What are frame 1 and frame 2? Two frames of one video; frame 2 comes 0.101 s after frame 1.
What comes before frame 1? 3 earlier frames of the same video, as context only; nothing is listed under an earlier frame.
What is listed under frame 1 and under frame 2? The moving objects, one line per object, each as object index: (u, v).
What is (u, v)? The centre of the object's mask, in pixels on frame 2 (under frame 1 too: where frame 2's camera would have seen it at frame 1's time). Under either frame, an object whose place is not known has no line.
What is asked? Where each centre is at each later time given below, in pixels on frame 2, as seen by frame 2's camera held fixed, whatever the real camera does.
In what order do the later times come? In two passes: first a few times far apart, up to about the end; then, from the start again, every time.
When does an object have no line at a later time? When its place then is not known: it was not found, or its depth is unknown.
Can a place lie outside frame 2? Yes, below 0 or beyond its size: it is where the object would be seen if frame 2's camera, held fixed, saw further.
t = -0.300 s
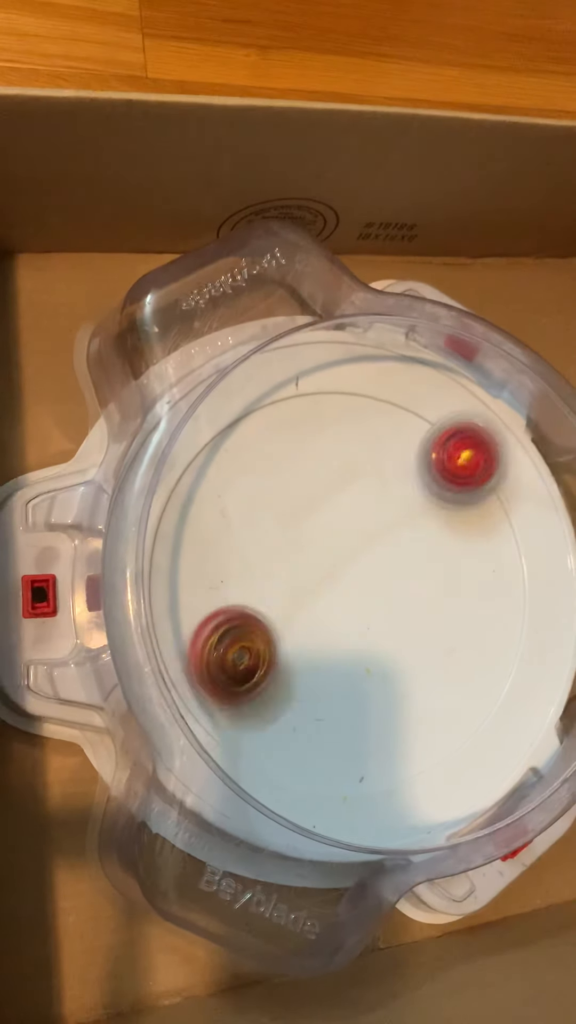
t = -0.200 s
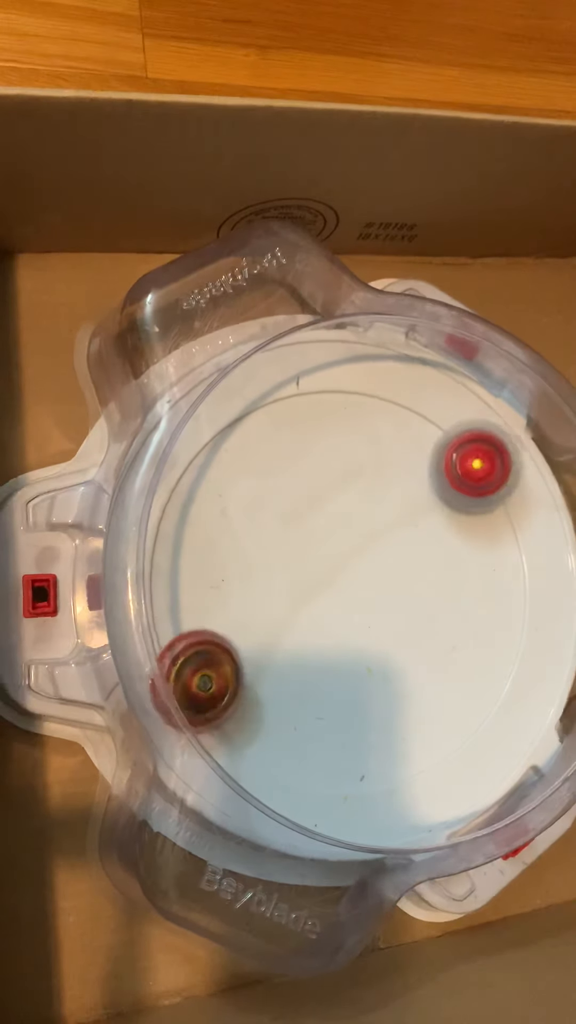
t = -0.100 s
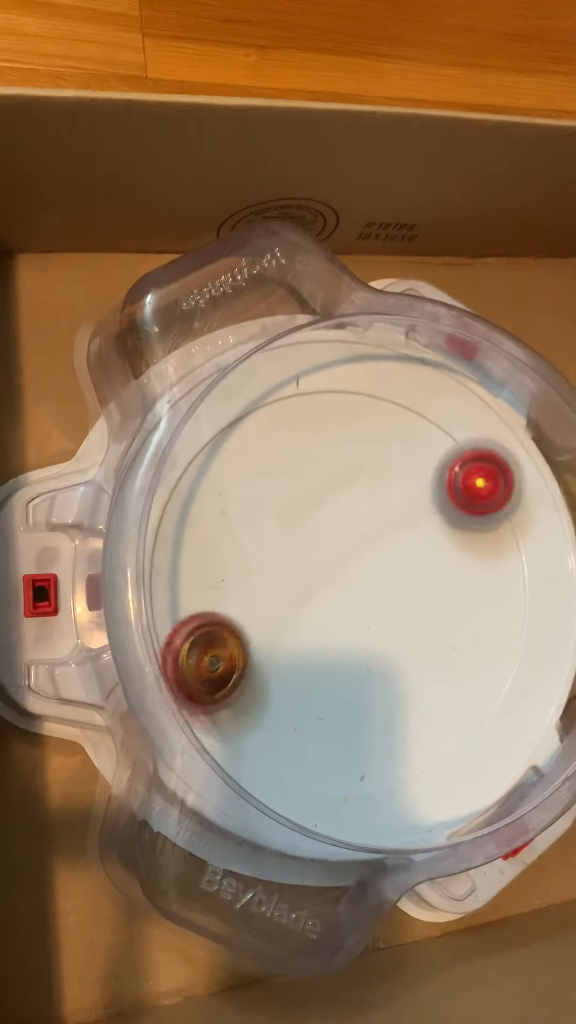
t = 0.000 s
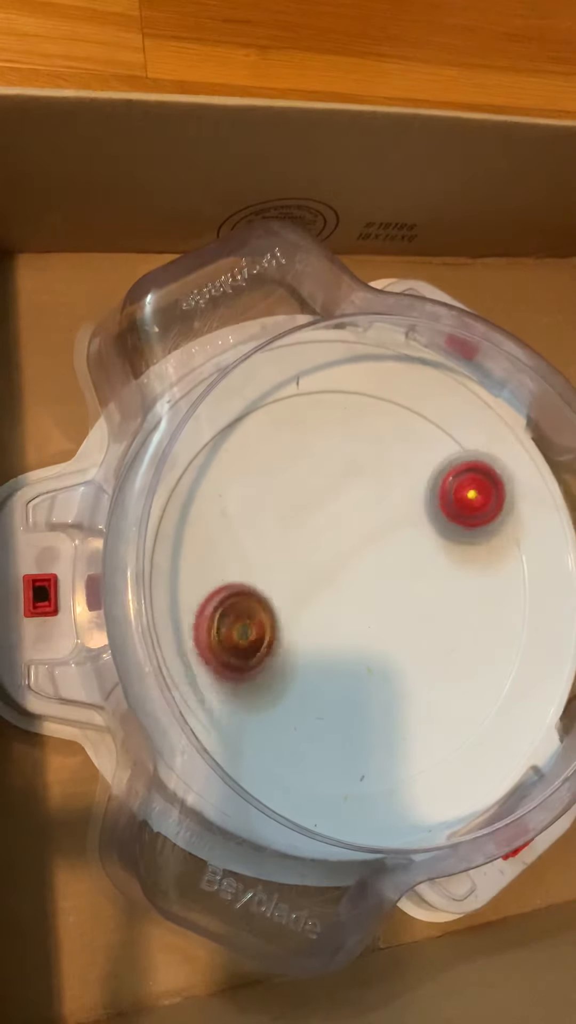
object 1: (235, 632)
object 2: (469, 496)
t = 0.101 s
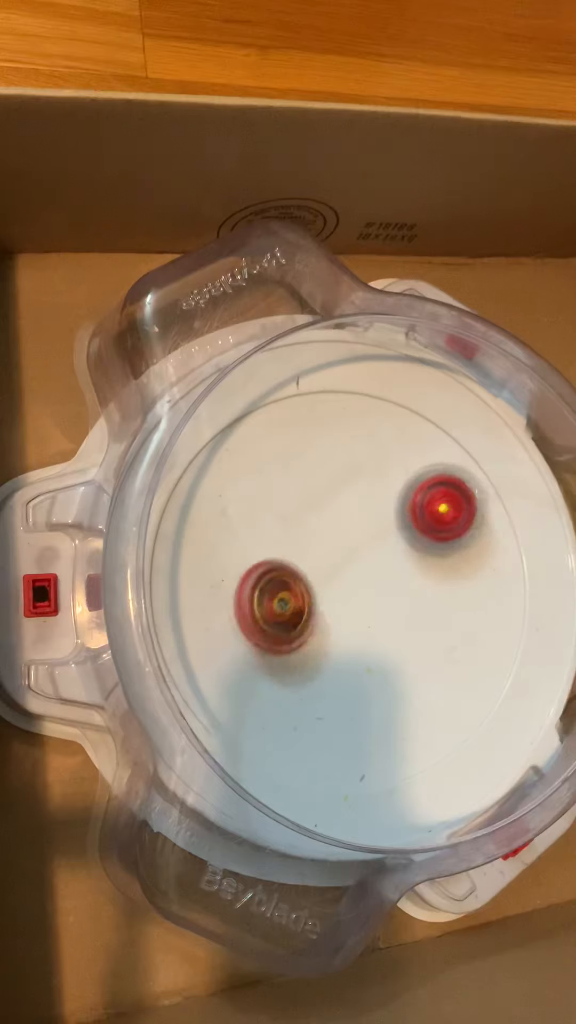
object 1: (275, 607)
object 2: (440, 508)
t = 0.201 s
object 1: (311, 593)
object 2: (390, 503)
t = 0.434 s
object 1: (370, 615)
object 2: (330, 438)
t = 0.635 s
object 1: (396, 656)
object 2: (381, 426)
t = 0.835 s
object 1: (396, 657)
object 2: (356, 567)
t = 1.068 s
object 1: (433, 673)
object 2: (186, 514)
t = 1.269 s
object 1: (419, 638)
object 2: (248, 454)
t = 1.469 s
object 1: (402, 597)
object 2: (308, 533)
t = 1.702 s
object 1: (388, 558)
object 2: (248, 675)
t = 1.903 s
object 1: (374, 534)
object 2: (206, 611)
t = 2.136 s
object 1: (370, 504)
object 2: (299, 596)
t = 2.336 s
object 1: (370, 507)
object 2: (301, 708)
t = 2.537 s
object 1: (345, 544)
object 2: (250, 700)
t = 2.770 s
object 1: (350, 533)
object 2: (314, 647)
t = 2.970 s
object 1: (354, 563)
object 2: (380, 700)
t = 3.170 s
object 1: (350, 618)
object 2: (361, 723)
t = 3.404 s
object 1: (344, 581)
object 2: (358, 694)
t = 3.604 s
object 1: (348, 509)
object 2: (375, 740)
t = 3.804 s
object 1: (368, 503)
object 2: (372, 665)
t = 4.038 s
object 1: (377, 508)
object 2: (442, 586)
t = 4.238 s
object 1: (374, 521)
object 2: (489, 598)
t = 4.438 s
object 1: (357, 541)
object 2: (426, 607)
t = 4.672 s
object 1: (286, 527)
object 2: (400, 555)
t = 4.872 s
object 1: (293, 545)
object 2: (415, 542)
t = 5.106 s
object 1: (275, 588)
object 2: (422, 548)
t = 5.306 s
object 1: (281, 611)
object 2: (426, 589)
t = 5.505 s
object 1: (291, 630)
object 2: (383, 568)
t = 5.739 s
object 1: (326, 626)
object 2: (420, 536)
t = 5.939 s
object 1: (346, 638)
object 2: (431, 527)
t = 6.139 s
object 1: (352, 626)
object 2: (450, 526)
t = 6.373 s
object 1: (262, 767)
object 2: (450, 425)
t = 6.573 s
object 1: (123, 892)
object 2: (438, 412)
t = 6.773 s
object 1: (88, 862)
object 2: (396, 438)
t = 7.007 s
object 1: (82, 832)
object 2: (321, 524)
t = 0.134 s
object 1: (287, 601)
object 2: (424, 509)
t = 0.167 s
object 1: (300, 597)
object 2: (407, 507)
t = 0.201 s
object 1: (311, 593)
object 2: (390, 503)
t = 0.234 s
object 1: (322, 591)
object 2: (374, 497)
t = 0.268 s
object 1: (331, 591)
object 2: (359, 491)
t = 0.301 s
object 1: (339, 592)
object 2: (348, 483)
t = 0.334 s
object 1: (348, 596)
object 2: (339, 471)
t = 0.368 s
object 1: (355, 601)
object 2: (333, 460)
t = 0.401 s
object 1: (363, 608)
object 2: (330, 451)
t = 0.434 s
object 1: (370, 615)
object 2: (330, 438)
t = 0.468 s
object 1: (376, 623)
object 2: (333, 427)
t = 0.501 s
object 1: (381, 630)
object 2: (342, 419)
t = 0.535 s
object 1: (386, 638)
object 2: (353, 414)
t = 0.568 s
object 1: (390, 645)
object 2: (364, 413)
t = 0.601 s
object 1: (394, 651)
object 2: (374, 416)
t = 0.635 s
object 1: (396, 656)
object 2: (381, 426)
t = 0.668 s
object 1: (397, 659)
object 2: (386, 443)
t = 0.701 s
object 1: (397, 662)
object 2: (391, 464)
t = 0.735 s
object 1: (396, 663)
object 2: (389, 491)
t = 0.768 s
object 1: (396, 662)
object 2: (384, 518)
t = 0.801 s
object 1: (396, 660)
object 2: (373, 544)
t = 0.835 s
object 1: (396, 657)
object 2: (356, 567)
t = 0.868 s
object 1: (404, 664)
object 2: (327, 580)
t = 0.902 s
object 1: (415, 674)
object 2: (291, 581)
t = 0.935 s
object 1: (425, 680)
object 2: (257, 576)
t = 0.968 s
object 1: (430, 681)
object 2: (226, 566)
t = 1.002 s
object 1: (432, 680)
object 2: (197, 548)
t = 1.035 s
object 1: (433, 676)
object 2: (181, 529)
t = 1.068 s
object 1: (433, 673)
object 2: (186, 514)
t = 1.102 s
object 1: (433, 669)
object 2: (196, 499)
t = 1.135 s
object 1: (431, 664)
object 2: (208, 487)
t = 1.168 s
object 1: (428, 659)
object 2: (219, 475)
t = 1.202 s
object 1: (425, 653)
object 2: (230, 465)
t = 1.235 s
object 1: (422, 646)
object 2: (239, 459)
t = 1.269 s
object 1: (419, 638)
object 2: (248, 454)
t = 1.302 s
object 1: (416, 632)
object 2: (261, 454)
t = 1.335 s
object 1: (414, 624)
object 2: (274, 460)
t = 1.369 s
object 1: (411, 618)
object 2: (286, 472)
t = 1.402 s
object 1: (408, 610)
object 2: (296, 489)
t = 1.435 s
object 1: (405, 603)
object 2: (303, 512)
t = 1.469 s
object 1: (402, 597)
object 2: (308, 533)
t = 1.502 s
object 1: (399, 591)
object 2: (310, 557)
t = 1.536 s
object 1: (396, 585)
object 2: (307, 583)
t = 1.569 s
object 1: (395, 577)
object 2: (301, 607)
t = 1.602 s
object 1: (393, 572)
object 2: (293, 629)
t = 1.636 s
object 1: (392, 567)
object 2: (281, 648)
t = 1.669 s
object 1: (390, 563)
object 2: (265, 665)
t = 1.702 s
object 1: (388, 558)
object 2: (248, 675)
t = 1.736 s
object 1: (386, 552)
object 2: (230, 679)
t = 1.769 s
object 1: (384, 549)
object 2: (215, 679)
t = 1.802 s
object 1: (382, 544)
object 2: (200, 671)
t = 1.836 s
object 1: (379, 541)
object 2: (193, 659)
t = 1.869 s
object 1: (377, 537)
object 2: (198, 635)
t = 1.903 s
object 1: (374, 534)
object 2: (206, 611)
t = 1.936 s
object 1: (371, 531)
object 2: (216, 592)
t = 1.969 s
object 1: (367, 528)
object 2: (227, 575)
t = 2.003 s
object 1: (364, 526)
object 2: (244, 565)
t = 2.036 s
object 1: (361, 525)
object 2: (264, 561)
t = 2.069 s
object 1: (357, 523)
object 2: (284, 563)
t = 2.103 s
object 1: (363, 514)
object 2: (292, 577)
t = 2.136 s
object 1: (370, 504)
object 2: (299, 596)
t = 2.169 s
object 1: (374, 499)
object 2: (305, 618)
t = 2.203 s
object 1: (377, 497)
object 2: (311, 639)
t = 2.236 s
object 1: (377, 496)
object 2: (313, 661)
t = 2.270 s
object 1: (375, 498)
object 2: (311, 681)
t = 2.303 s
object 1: (373, 502)
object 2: (308, 698)
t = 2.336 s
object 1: (370, 507)
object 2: (301, 708)
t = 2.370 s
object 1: (366, 513)
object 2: (294, 716)
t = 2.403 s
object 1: (361, 519)
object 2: (285, 721)
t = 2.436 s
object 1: (357, 525)
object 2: (277, 722)
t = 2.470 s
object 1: (353, 532)
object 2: (268, 719)
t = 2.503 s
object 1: (349, 539)
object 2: (258, 712)
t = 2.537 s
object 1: (345, 544)
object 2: (250, 700)
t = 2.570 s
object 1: (341, 551)
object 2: (249, 683)
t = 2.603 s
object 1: (337, 556)
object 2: (254, 664)
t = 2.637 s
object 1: (334, 561)
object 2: (265, 646)
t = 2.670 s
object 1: (332, 563)
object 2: (276, 634)
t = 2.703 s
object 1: (339, 550)
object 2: (286, 638)
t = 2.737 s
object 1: (345, 539)
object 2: (300, 642)
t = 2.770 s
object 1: (350, 533)
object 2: (314, 647)
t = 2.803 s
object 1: (353, 531)
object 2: (329, 653)
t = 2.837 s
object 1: (355, 533)
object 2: (343, 659)
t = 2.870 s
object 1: (356, 537)
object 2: (356, 668)
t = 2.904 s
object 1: (355, 544)
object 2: (367, 678)
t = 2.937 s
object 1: (354, 553)
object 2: (375, 688)
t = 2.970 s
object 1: (354, 563)
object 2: (380, 700)
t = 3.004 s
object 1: (354, 574)
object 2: (382, 709)
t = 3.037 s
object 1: (354, 585)
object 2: (383, 718)
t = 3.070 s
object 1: (354, 594)
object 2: (380, 725)
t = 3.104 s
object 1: (353, 602)
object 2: (375, 729)
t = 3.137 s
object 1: (351, 610)
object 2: (369, 729)
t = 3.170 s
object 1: (350, 618)
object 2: (361, 723)
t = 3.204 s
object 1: (348, 616)
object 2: (356, 720)
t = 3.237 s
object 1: (347, 614)
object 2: (355, 721)
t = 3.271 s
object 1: (346, 611)
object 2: (351, 712)
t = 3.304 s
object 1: (344, 602)
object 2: (351, 711)
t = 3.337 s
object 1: (344, 596)
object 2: (352, 705)
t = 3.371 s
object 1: (345, 592)
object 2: (353, 698)
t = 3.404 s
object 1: (344, 581)
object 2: (358, 694)
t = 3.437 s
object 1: (341, 560)
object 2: (367, 710)
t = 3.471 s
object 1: (340, 541)
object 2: (373, 721)
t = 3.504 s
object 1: (339, 528)
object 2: (377, 729)
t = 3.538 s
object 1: (341, 519)
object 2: (378, 736)
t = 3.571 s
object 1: (344, 513)
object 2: (377, 740)
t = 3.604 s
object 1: (348, 509)
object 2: (375, 740)
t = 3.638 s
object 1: (352, 508)
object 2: (372, 738)
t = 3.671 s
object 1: (355, 506)
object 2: (369, 731)
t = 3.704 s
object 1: (359, 506)
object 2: (366, 718)
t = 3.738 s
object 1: (362, 505)
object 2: (365, 700)
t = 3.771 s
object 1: (366, 504)
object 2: (367, 681)
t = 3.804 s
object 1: (368, 503)
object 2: (372, 665)
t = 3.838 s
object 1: (370, 503)
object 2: (378, 648)
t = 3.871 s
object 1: (372, 503)
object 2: (387, 631)
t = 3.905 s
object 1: (373, 504)
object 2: (398, 619)
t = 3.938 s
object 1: (375, 505)
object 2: (409, 609)
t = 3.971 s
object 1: (376, 506)
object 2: (420, 599)
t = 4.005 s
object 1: (377, 507)
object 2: (432, 592)
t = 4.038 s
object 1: (377, 508)
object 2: (442, 586)
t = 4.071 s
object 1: (378, 510)
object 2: (455, 584)
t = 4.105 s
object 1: (377, 512)
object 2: (464, 582)
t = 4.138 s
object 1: (377, 514)
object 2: (472, 583)
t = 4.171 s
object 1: (376, 516)
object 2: (481, 586)
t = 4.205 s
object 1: (375, 519)
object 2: (487, 591)
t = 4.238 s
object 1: (374, 521)
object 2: (489, 598)
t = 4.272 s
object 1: (372, 525)
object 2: (488, 604)
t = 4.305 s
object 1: (370, 528)
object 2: (482, 611)
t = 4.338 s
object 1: (368, 532)
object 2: (472, 616)
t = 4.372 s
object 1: (366, 536)
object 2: (457, 616)
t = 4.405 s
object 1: (365, 540)
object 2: (441, 613)
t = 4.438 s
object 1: (357, 541)
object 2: (426, 607)
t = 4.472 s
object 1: (343, 536)
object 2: (419, 606)
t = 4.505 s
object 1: (332, 533)
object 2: (411, 600)
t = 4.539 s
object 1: (324, 533)
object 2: (400, 592)
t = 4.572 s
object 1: (316, 533)
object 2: (393, 581)
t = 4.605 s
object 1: (302, 529)
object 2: (394, 571)
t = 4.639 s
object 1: (292, 527)
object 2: (395, 563)
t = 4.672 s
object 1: (286, 527)
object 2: (400, 555)
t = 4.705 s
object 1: (283, 528)
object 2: (403, 549)
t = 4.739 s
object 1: (283, 531)
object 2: (407, 543)
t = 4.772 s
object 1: (284, 534)
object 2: (411, 541)
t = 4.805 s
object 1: (287, 537)
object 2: (414, 540)
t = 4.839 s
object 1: (290, 541)
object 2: (415, 541)
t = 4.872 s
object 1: (293, 545)
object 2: (415, 542)
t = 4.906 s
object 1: (297, 549)
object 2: (413, 545)
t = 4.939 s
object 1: (302, 554)
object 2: (409, 548)
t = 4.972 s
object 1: (306, 557)
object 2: (402, 552)
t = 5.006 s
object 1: (310, 560)
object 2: (394, 554)
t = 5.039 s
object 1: (299, 569)
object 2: (400, 550)
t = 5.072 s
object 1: (284, 579)
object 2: (411, 547)
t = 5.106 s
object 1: (275, 588)
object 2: (422, 548)
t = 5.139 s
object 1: (271, 596)
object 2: (430, 551)
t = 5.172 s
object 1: (269, 601)
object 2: (436, 557)
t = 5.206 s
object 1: (270, 605)
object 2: (439, 564)
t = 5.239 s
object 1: (273, 608)
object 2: (439, 574)
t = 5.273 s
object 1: (277, 609)
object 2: (434, 582)
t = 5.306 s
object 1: (281, 611)
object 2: (426, 589)
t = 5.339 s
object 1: (286, 611)
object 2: (416, 593)
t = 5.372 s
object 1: (291, 612)
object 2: (404, 594)
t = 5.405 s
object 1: (296, 612)
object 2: (391, 593)
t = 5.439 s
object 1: (297, 615)
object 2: (380, 588)
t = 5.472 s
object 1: (293, 623)
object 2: (381, 578)
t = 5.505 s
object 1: (291, 630)
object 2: (383, 568)
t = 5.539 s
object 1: (293, 633)
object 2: (387, 558)
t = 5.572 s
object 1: (297, 634)
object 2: (392, 548)
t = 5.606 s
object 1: (302, 634)
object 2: (398, 542)
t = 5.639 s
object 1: (308, 633)
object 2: (404, 538)
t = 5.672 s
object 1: (314, 631)
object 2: (410, 534)
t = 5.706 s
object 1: (320, 629)
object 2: (416, 534)
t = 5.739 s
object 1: (326, 626)
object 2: (420, 536)
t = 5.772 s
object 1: (333, 622)
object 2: (422, 540)
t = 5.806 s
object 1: (341, 618)
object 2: (421, 545)
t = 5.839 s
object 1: (349, 614)
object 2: (418, 552)
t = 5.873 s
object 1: (351, 617)
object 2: (417, 549)
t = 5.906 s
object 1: (348, 629)
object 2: (424, 537)
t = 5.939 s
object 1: (346, 638)
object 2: (431, 527)
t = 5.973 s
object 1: (345, 642)
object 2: (438, 521)
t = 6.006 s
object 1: (347, 642)
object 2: (444, 517)
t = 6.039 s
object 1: (348, 640)
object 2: (449, 517)
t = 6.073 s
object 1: (350, 636)
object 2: (453, 518)
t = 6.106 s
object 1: (351, 631)
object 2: (453, 522)
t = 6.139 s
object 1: (352, 626)
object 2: (450, 526)
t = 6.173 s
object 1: (353, 621)
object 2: (444, 530)
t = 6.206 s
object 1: (354, 615)
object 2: (435, 532)
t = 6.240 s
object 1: (355, 608)
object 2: (423, 535)
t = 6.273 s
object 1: (343, 623)
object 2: (420, 521)
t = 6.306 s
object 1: (313, 681)
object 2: (433, 478)
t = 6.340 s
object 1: (283, 734)
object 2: (445, 444)
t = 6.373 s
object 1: (262, 767)
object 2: (450, 425)
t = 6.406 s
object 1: (237, 800)
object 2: (445, 421)
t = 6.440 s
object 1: (216, 824)
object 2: (442, 416)
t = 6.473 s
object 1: (191, 843)
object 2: (439, 413)
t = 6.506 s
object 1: (173, 850)
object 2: (440, 411)
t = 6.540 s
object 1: (163, 856)
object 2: (439, 411)
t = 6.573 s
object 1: (123, 892)
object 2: (438, 412)
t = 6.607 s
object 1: (111, 897)
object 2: (436, 412)
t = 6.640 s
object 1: (106, 884)
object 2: (431, 415)
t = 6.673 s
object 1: (104, 880)
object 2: (425, 418)
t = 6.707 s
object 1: (98, 877)
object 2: (417, 423)
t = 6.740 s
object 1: (90, 871)
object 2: (408, 430)
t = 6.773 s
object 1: (88, 862)
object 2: (396, 438)
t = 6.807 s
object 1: (87, 858)
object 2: (383, 449)
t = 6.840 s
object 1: (86, 854)
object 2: (370, 459)
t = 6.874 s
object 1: (81, 847)
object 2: (360, 471)
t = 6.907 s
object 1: (79, 842)
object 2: (347, 485)
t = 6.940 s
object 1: (80, 836)
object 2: (336, 498)
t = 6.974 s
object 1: (83, 835)
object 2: (330, 511)
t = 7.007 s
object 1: (82, 832)
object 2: (321, 524)
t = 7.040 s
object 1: (82, 827)
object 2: (313, 538)
